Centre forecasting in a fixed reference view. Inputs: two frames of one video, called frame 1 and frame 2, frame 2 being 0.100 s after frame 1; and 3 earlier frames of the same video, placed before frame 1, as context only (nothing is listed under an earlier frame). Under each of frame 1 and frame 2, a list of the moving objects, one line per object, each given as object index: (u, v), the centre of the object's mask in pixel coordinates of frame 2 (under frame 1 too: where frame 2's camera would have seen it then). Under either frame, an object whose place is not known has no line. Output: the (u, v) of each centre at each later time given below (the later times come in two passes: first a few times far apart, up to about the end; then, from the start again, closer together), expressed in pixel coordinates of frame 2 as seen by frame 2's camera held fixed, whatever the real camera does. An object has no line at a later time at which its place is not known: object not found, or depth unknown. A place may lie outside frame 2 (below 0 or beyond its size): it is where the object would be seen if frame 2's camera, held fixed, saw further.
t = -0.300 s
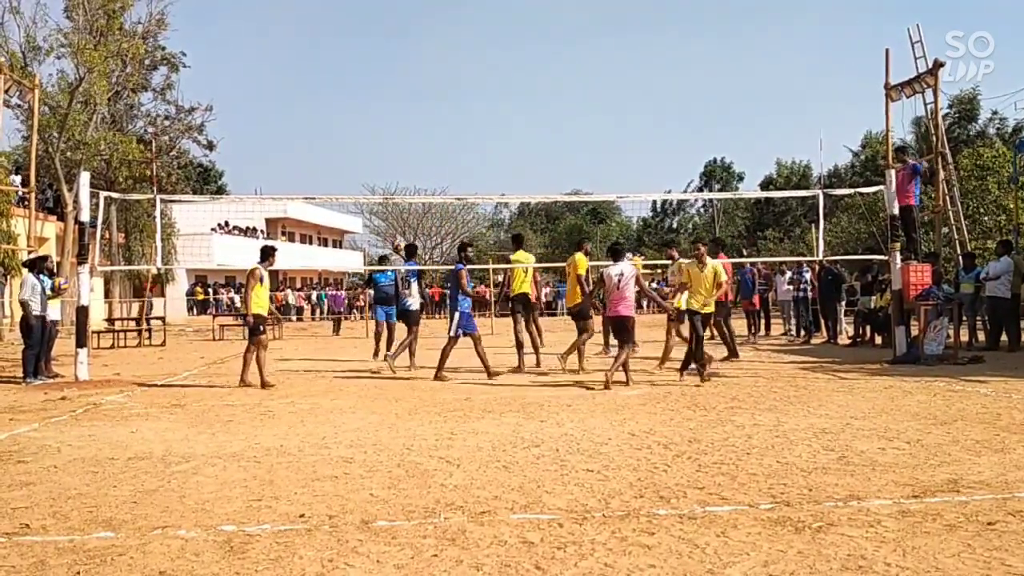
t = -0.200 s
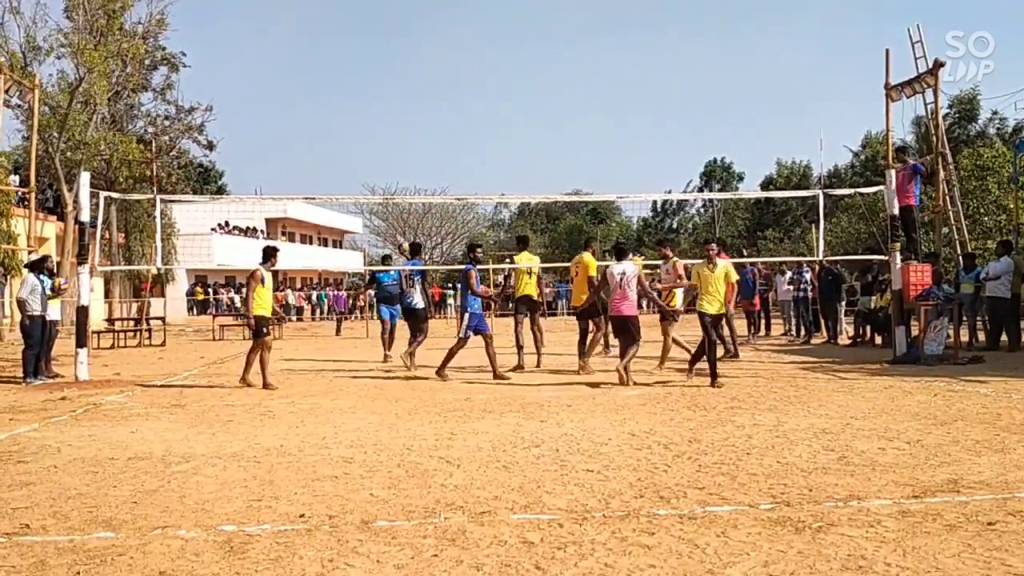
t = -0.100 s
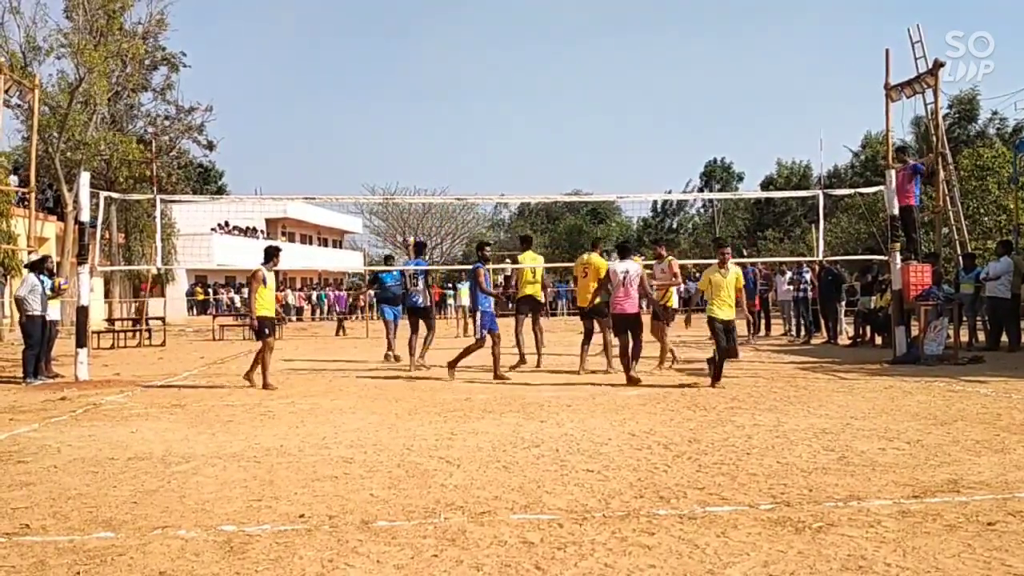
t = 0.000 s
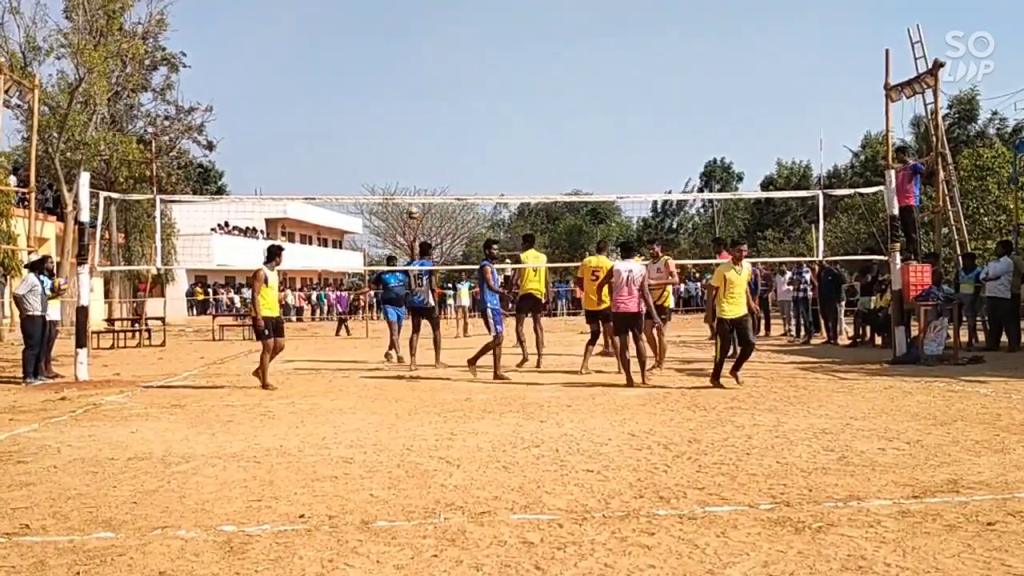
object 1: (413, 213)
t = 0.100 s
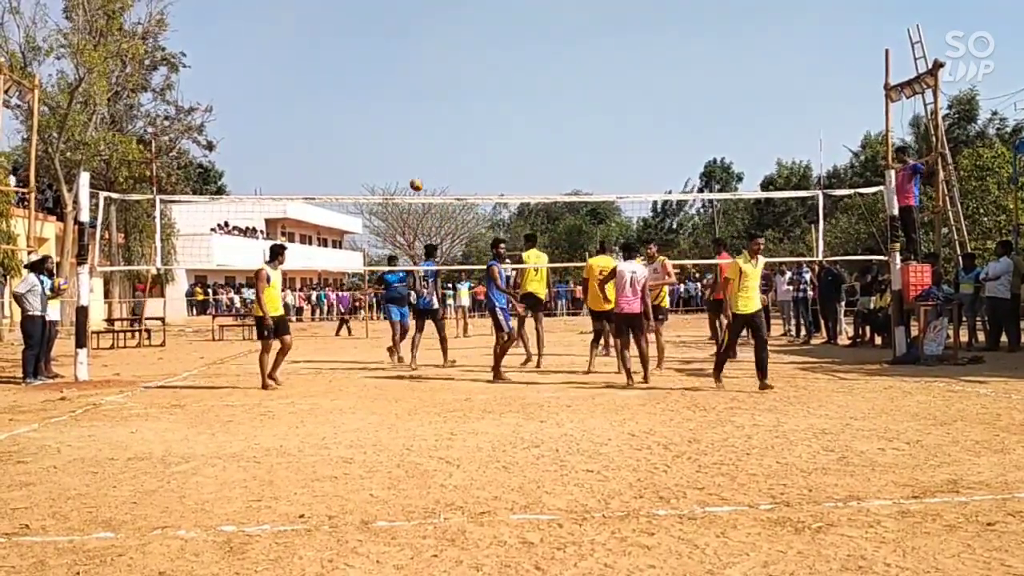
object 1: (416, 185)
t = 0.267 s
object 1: (424, 144)
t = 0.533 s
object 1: (441, 106)
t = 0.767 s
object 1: (461, 112)
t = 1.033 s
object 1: (494, 185)
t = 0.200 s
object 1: (421, 159)
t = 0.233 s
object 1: (422, 152)
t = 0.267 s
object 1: (424, 144)
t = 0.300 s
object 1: (426, 137)
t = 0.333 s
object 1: (428, 131)
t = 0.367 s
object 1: (430, 126)
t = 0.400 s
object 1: (432, 120)
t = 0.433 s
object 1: (434, 116)
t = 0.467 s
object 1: (436, 112)
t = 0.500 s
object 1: (439, 109)
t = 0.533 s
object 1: (441, 106)
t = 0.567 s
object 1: (443, 105)
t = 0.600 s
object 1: (446, 104)
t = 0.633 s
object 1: (448, 103)
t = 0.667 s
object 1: (451, 104)
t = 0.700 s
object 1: (454, 106)
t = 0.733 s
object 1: (457, 108)
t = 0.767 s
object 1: (461, 112)
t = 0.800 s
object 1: (464, 117)
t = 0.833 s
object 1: (468, 123)
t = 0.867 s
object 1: (472, 129)
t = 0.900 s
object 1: (476, 138)
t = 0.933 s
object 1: (480, 147)
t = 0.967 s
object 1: (484, 159)
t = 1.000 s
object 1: (489, 171)
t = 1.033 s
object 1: (494, 185)
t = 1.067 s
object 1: (500, 202)
